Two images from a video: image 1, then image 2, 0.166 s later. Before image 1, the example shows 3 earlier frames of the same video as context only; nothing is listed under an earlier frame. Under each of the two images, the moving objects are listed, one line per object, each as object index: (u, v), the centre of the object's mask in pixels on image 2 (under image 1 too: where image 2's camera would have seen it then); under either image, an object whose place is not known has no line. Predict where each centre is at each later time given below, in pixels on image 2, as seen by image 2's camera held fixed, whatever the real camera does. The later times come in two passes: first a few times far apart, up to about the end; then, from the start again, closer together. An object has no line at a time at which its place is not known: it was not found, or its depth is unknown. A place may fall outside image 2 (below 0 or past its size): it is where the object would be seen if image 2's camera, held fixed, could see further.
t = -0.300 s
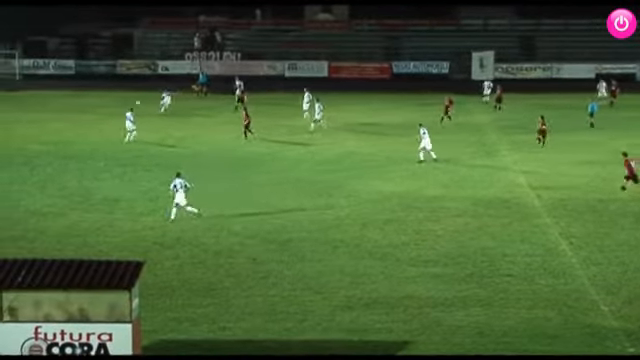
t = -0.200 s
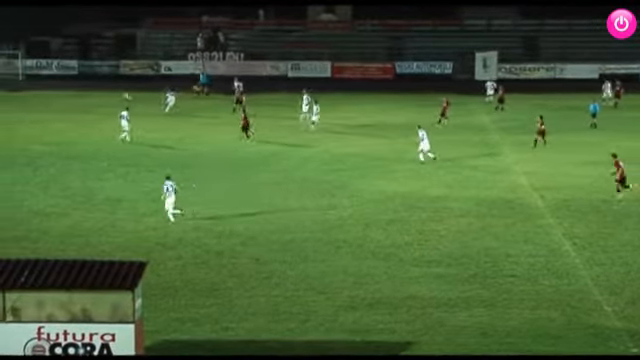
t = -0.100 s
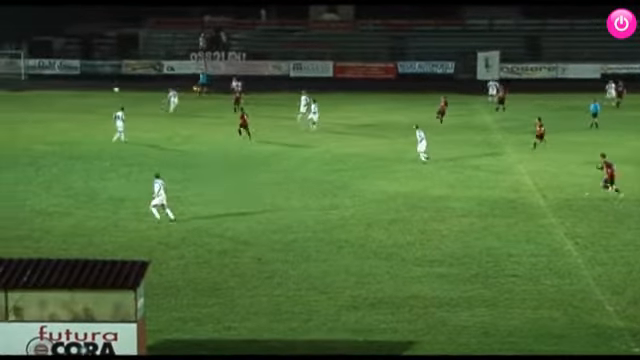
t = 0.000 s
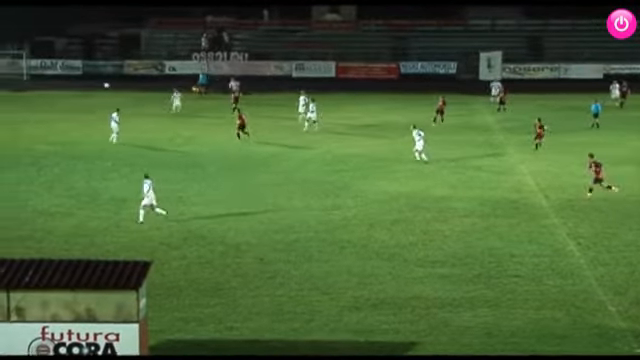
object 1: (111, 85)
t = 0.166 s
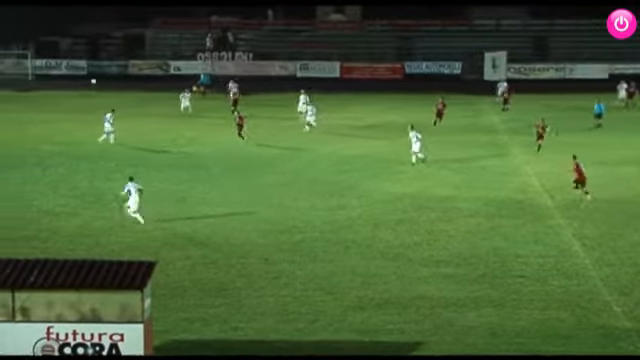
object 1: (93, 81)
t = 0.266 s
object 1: (84, 81)
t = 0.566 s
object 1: (58, 92)
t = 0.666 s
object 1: (53, 101)
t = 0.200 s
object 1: (89, 81)
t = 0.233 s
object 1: (88, 81)
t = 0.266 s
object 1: (84, 81)
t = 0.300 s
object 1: (81, 81)
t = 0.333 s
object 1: (79, 82)
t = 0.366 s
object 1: (75, 83)
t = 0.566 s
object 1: (58, 92)
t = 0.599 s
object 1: (55, 95)
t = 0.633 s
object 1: (54, 96)
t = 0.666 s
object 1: (53, 101)
